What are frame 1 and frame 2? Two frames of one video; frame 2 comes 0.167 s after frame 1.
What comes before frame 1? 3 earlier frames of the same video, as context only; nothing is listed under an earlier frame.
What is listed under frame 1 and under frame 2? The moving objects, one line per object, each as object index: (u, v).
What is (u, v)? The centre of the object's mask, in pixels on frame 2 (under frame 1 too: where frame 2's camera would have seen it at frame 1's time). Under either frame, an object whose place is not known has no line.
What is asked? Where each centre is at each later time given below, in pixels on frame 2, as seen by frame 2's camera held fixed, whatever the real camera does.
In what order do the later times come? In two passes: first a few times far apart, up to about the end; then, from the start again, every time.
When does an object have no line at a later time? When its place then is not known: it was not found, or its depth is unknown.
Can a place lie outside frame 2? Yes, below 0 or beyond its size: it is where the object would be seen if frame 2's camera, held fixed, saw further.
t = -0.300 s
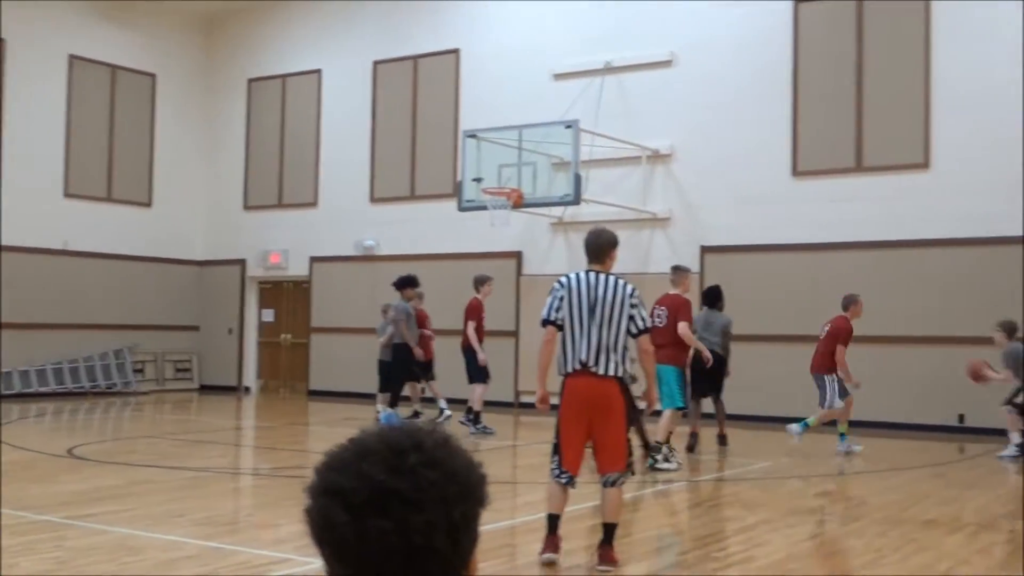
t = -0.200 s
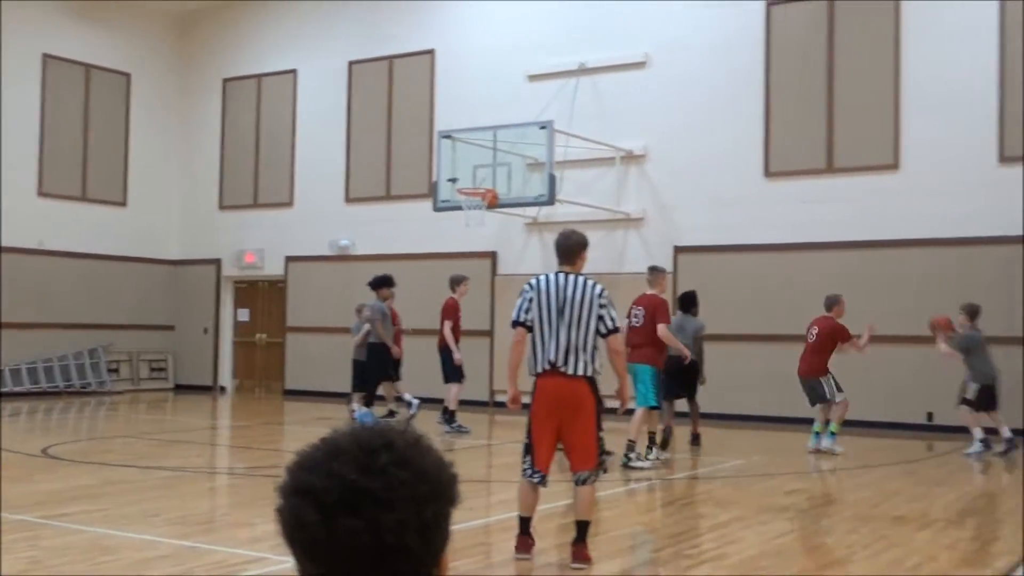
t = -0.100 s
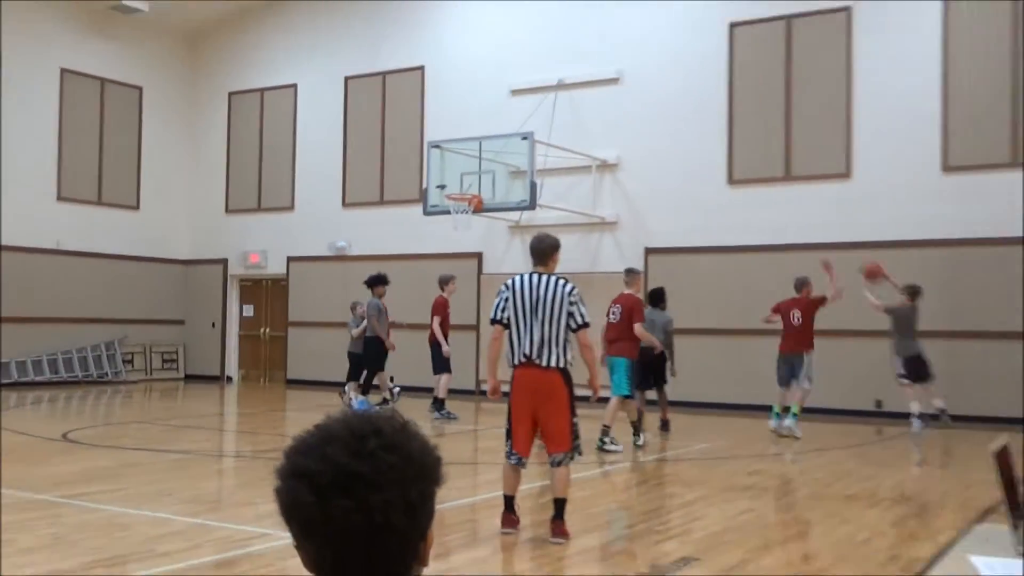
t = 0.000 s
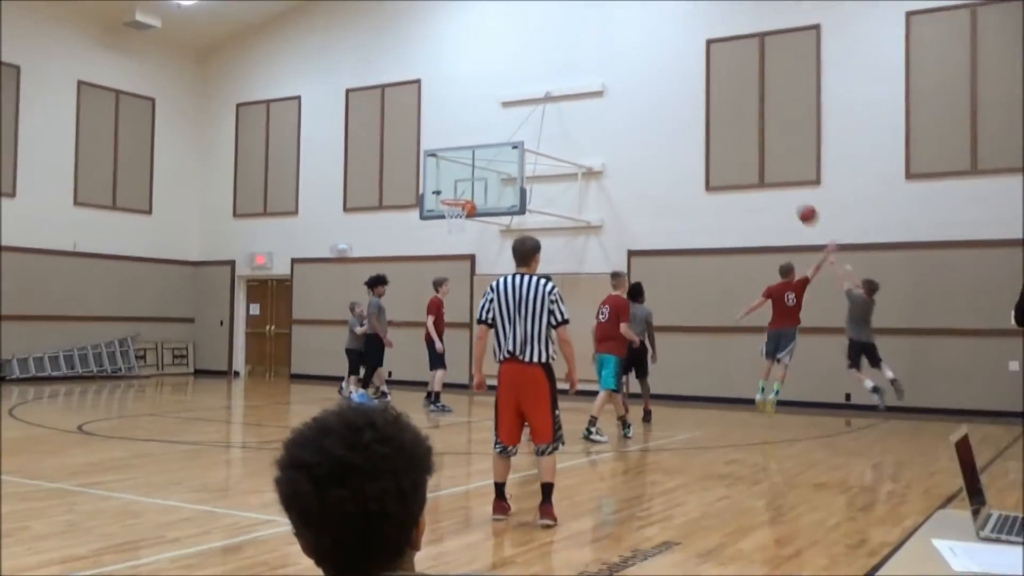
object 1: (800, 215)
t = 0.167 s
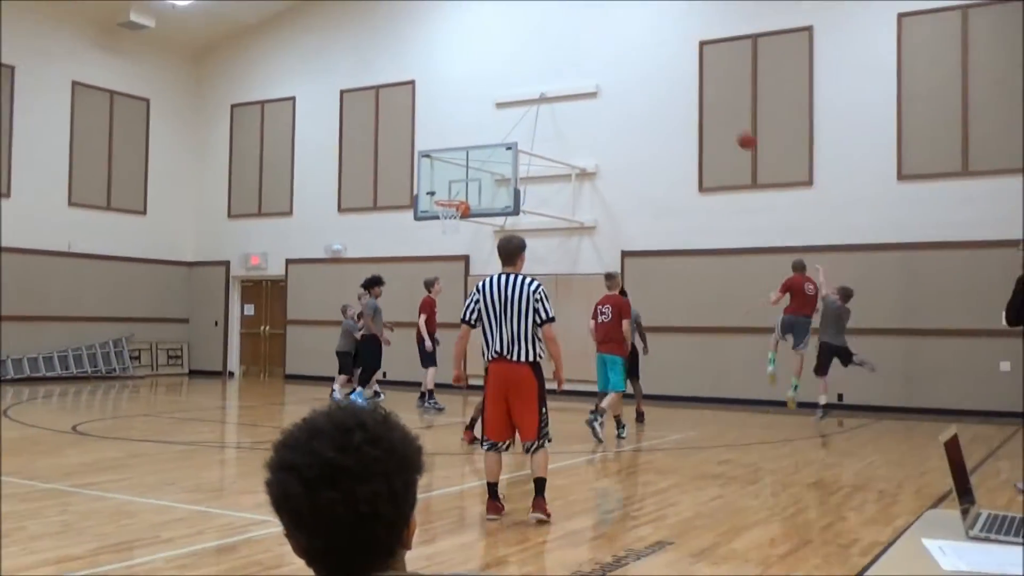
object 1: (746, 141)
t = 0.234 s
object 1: (726, 117)
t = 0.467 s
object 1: (659, 66)
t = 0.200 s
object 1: (736, 128)
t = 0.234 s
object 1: (726, 117)
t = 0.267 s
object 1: (716, 108)
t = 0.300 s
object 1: (706, 99)
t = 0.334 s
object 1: (697, 91)
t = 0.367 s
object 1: (687, 83)
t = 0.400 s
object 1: (677, 77)
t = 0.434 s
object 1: (668, 71)
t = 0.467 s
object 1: (659, 66)
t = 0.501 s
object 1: (650, 63)
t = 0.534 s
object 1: (641, 59)
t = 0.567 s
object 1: (632, 57)
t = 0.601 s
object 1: (624, 54)
